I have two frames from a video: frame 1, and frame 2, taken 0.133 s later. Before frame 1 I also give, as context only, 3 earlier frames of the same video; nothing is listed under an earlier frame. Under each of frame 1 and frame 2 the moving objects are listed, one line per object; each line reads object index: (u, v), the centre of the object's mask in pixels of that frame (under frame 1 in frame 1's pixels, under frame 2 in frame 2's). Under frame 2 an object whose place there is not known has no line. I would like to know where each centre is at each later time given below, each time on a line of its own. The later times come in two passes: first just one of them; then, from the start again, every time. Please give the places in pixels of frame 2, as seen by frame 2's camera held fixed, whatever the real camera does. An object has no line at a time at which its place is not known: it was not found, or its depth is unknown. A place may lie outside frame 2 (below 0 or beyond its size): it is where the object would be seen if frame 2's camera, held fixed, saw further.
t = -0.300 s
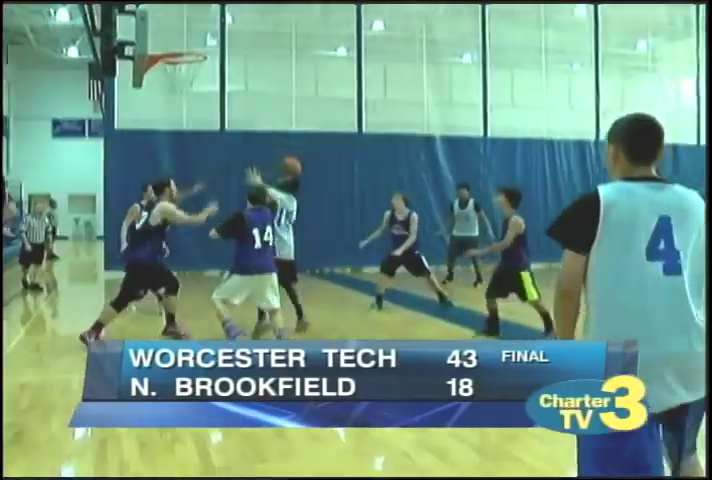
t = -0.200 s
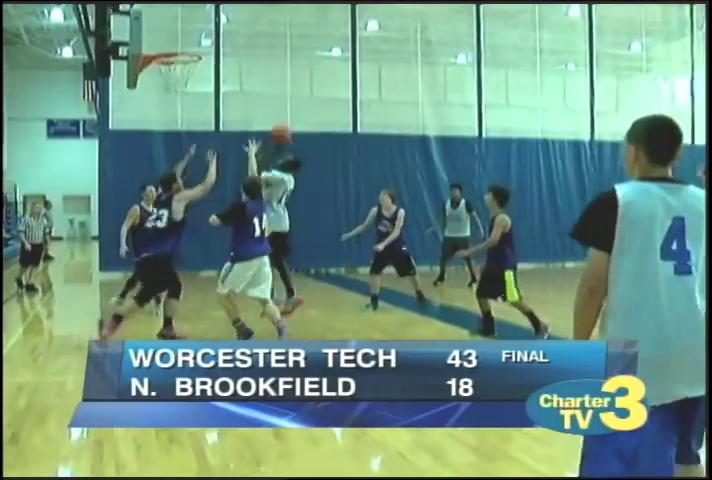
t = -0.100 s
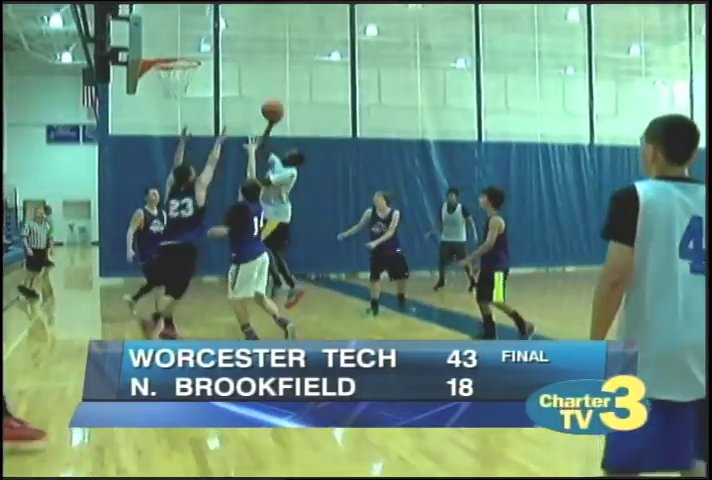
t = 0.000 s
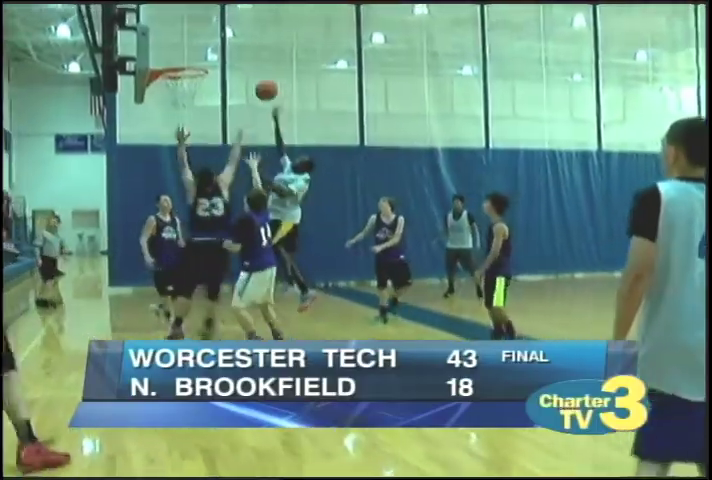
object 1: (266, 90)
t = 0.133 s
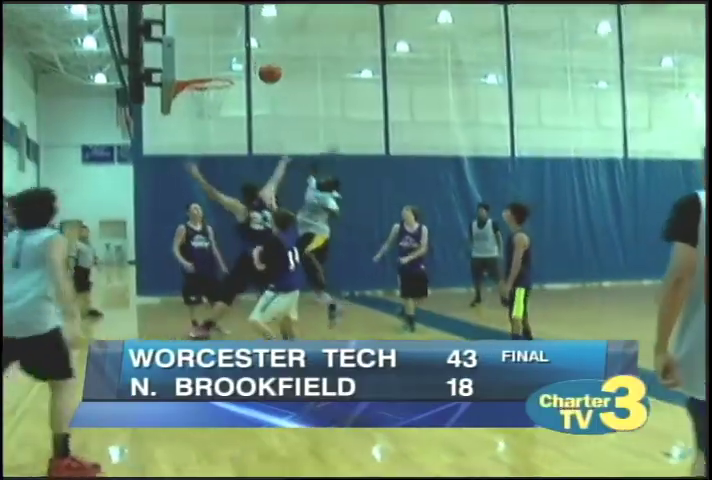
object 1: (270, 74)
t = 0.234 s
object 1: (258, 64)
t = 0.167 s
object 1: (266, 70)
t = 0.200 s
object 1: (263, 67)
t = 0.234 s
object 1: (258, 64)
